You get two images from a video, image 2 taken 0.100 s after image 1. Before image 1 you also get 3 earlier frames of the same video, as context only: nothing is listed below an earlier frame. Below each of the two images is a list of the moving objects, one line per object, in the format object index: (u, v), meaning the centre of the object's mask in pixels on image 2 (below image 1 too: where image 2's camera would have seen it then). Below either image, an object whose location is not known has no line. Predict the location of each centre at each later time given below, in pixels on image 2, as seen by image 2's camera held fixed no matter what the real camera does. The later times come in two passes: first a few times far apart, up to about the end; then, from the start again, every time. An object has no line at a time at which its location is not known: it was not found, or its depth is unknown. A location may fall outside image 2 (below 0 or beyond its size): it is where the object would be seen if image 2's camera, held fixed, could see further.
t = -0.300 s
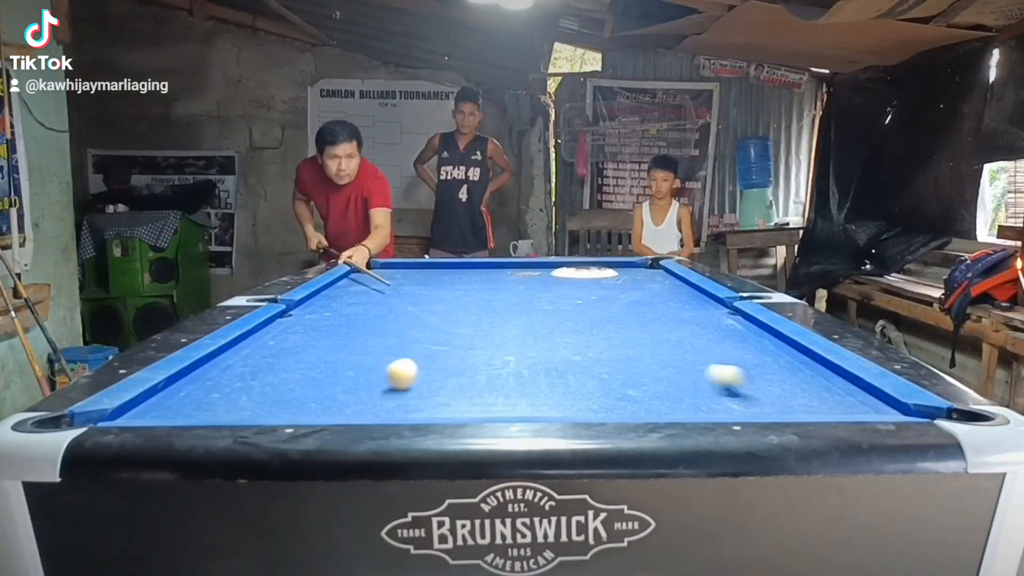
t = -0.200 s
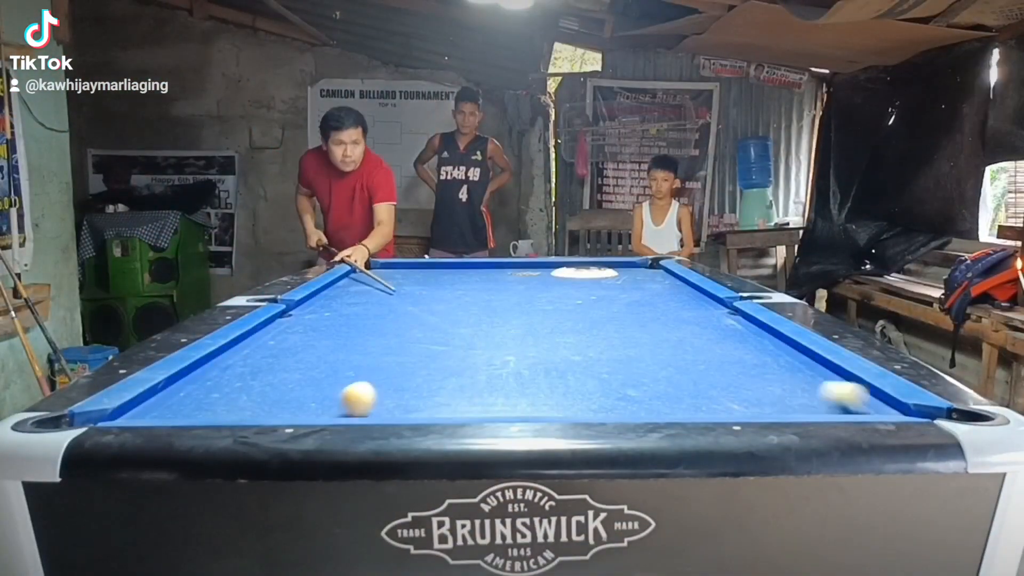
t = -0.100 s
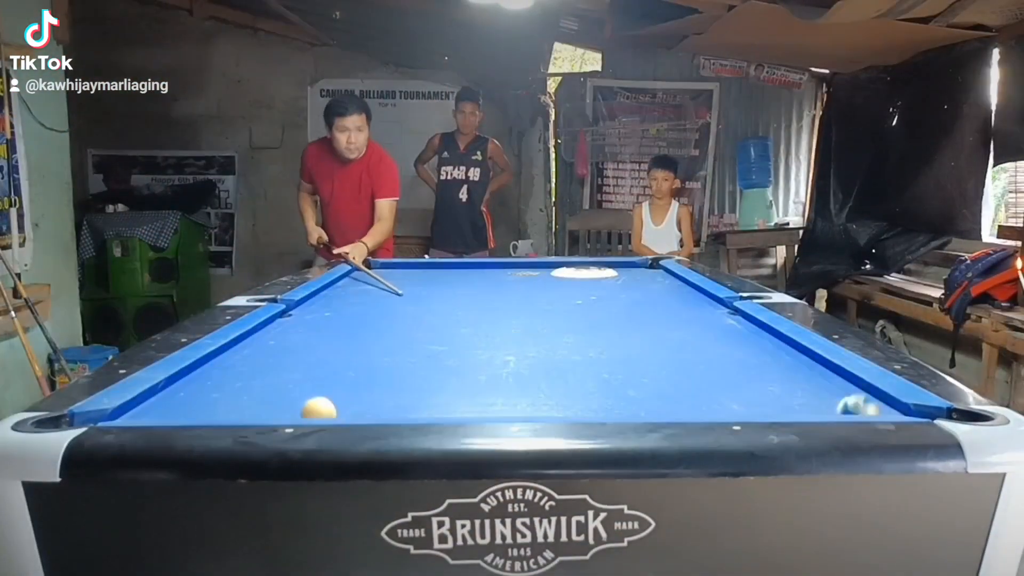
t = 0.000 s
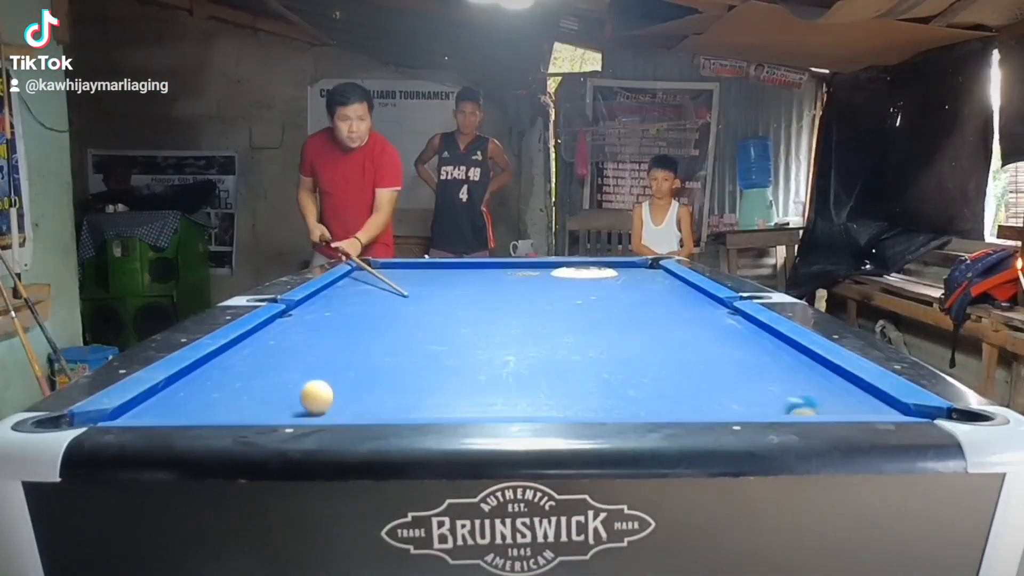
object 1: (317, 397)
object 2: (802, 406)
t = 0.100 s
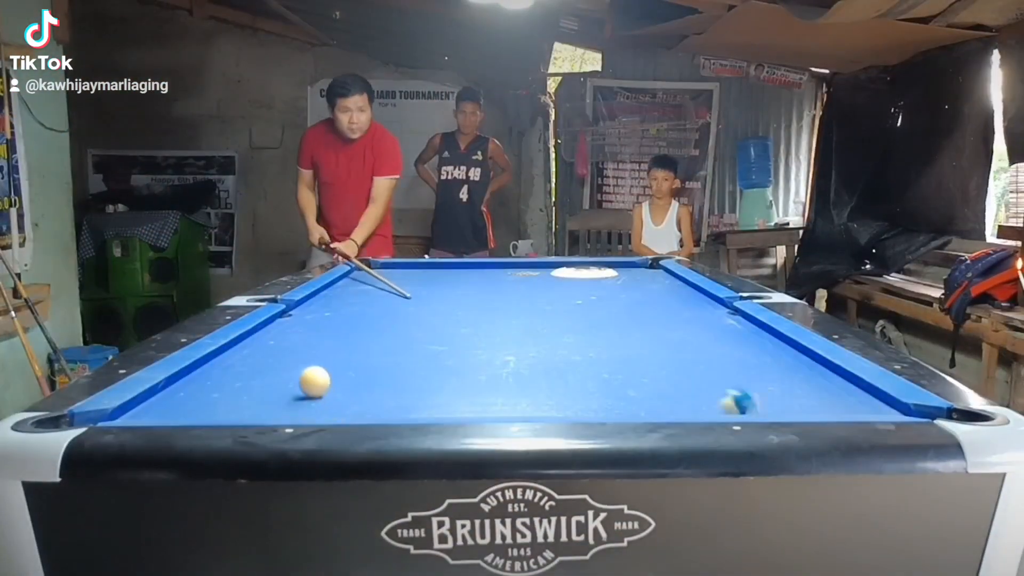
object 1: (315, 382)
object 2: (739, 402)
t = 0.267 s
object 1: (312, 361)
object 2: (646, 394)
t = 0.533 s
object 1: (308, 335)
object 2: (513, 375)
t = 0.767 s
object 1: (305, 318)
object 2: (415, 366)
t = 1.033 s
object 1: (304, 303)
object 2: (321, 354)
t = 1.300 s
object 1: (354, 299)
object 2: (242, 344)
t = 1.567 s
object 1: (401, 296)
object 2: (315, 335)
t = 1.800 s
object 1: (437, 293)
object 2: (371, 327)
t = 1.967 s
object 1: (461, 291)
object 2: (406, 323)
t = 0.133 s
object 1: (314, 377)
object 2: (721, 402)
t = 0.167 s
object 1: (314, 373)
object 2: (700, 398)
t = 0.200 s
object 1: (313, 369)
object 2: (682, 398)
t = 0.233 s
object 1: (313, 365)
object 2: (661, 396)
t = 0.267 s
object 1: (312, 361)
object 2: (646, 394)
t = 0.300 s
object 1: (311, 357)
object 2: (625, 391)
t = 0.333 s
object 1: (311, 354)
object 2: (610, 390)
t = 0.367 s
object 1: (310, 350)
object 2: (591, 388)
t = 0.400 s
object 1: (310, 347)
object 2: (576, 384)
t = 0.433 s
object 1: (310, 344)
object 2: (558, 383)
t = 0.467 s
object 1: (309, 341)
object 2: (546, 381)
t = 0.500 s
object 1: (308, 338)
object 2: (527, 379)
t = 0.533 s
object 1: (308, 335)
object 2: (513, 375)
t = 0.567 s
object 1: (308, 332)
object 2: (498, 376)
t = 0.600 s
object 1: (307, 330)
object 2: (485, 374)
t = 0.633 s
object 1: (307, 327)
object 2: (469, 373)
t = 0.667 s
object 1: (306, 325)
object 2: (457, 369)
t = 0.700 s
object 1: (306, 323)
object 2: (442, 369)
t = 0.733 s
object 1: (305, 320)
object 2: (430, 367)
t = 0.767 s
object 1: (305, 318)
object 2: (415, 366)
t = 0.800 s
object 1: (305, 316)
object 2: (403, 363)
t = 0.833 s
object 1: (304, 314)
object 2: (391, 362)
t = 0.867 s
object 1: (304, 312)
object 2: (379, 362)
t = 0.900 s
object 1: (304, 310)
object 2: (366, 359)
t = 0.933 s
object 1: (304, 308)
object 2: (355, 358)
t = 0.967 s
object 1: (303, 307)
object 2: (343, 356)
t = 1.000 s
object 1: (303, 305)
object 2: (332, 356)
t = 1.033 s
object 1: (304, 303)
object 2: (321, 354)
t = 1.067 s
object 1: (311, 303)
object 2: (309, 353)
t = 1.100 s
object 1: (317, 302)
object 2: (299, 351)
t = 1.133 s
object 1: (324, 301)
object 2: (287, 350)
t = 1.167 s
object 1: (330, 301)
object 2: (278, 349)
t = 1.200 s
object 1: (336, 300)
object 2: (268, 347)
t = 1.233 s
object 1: (342, 300)
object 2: (259, 347)
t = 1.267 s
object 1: (348, 300)
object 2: (248, 344)
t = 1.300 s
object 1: (354, 299)
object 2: (242, 344)
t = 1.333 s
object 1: (361, 299)
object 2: (251, 343)
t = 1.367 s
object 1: (367, 298)
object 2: (261, 341)
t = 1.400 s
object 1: (373, 298)
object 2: (271, 340)
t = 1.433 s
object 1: (378, 298)
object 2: (280, 339)
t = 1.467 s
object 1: (384, 297)
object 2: (288, 338)
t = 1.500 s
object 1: (389, 297)
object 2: (298, 337)
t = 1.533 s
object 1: (395, 296)
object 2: (305, 336)
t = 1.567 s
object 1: (401, 296)
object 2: (315, 335)
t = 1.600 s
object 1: (406, 295)
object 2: (324, 333)
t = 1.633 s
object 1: (411, 295)
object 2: (332, 333)
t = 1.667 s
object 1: (417, 295)
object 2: (339, 331)
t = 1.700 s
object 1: (422, 294)
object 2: (347, 330)
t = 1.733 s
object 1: (427, 294)
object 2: (355, 330)
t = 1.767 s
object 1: (432, 293)
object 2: (364, 329)
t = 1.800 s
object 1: (437, 293)
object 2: (371, 327)
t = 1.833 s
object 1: (442, 293)
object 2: (379, 326)
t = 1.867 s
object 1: (447, 293)
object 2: (386, 326)
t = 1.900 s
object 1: (451, 292)
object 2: (392, 325)
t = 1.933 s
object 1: (456, 292)
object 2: (399, 324)
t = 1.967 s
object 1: (461, 291)
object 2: (406, 323)
